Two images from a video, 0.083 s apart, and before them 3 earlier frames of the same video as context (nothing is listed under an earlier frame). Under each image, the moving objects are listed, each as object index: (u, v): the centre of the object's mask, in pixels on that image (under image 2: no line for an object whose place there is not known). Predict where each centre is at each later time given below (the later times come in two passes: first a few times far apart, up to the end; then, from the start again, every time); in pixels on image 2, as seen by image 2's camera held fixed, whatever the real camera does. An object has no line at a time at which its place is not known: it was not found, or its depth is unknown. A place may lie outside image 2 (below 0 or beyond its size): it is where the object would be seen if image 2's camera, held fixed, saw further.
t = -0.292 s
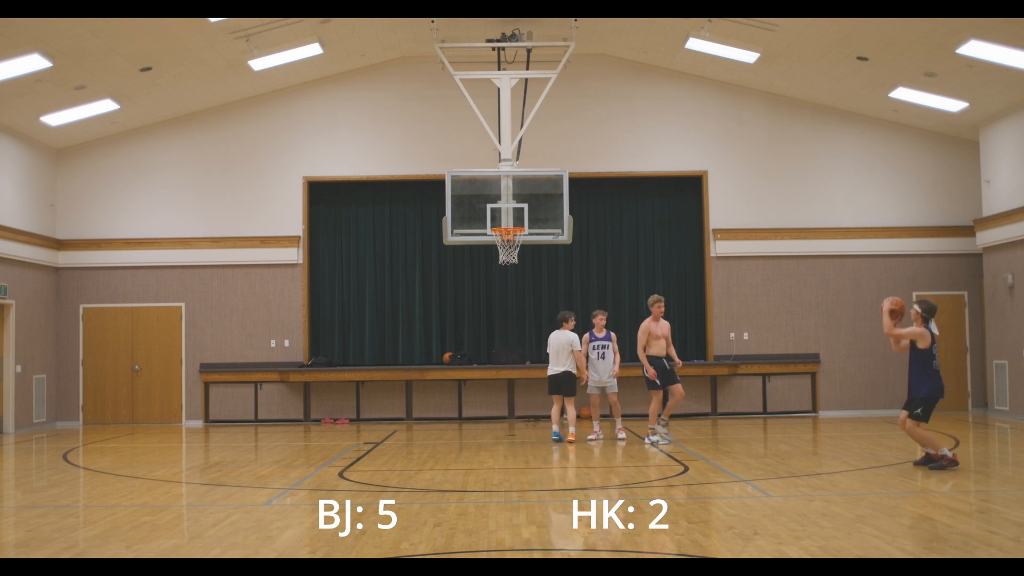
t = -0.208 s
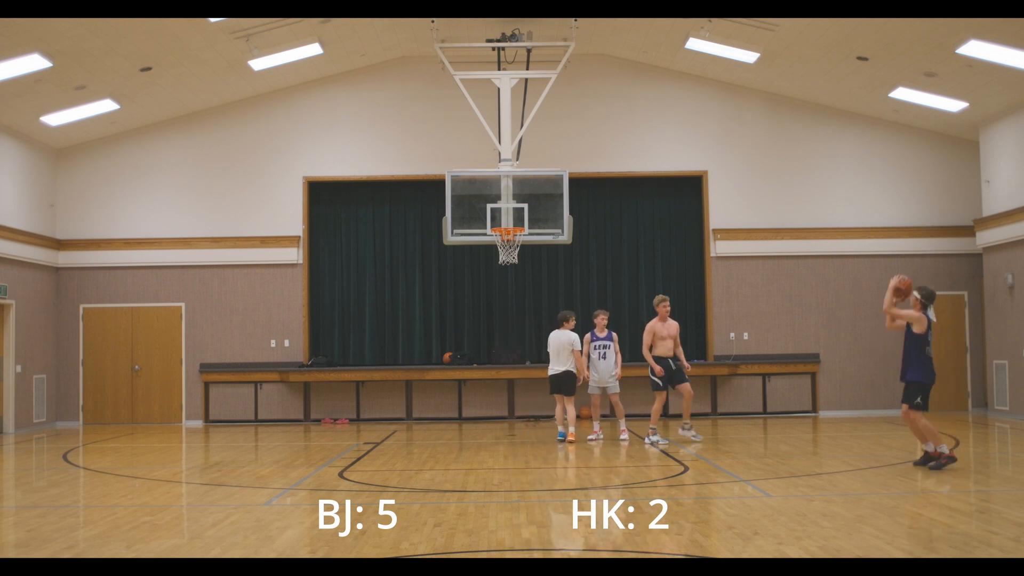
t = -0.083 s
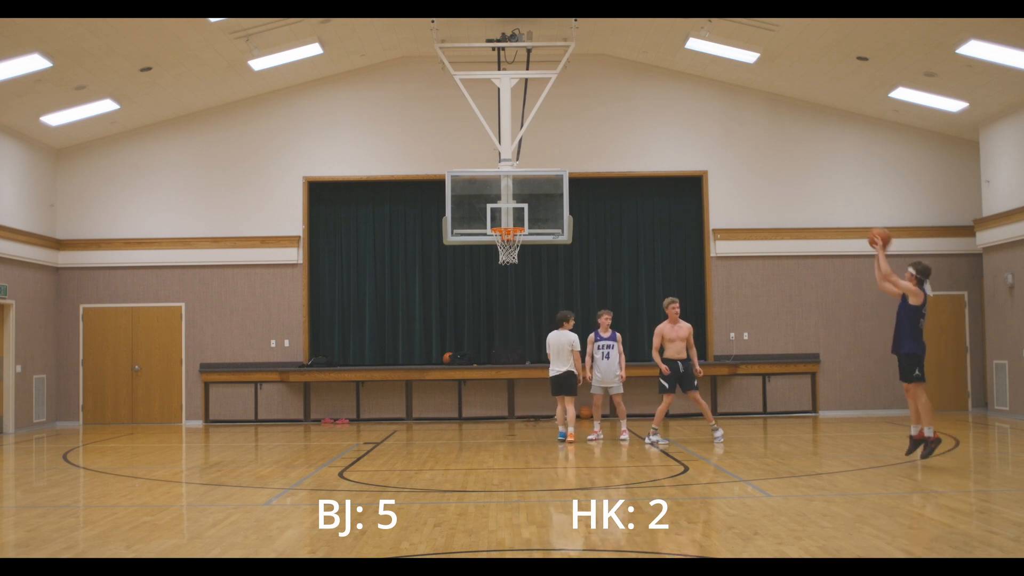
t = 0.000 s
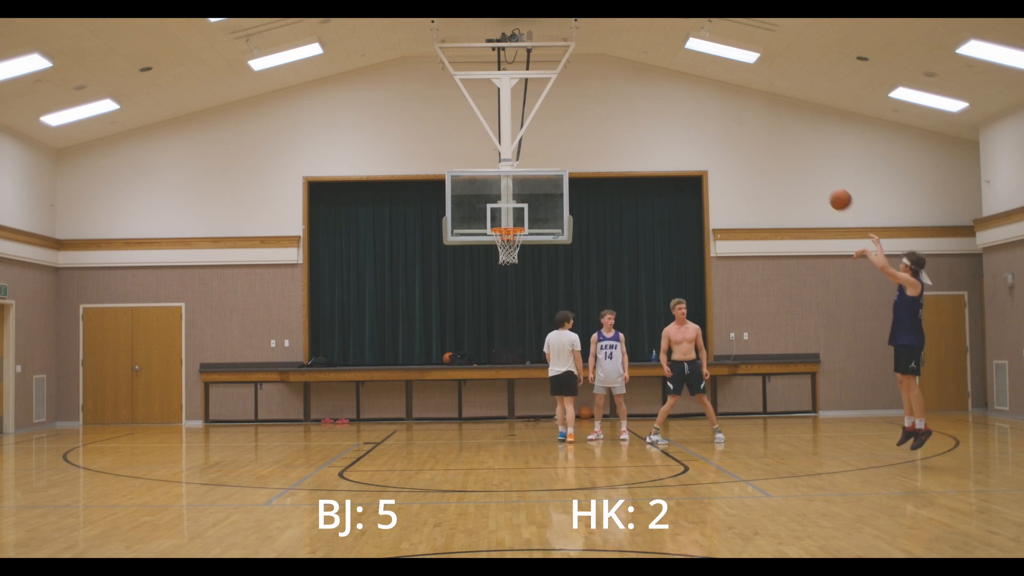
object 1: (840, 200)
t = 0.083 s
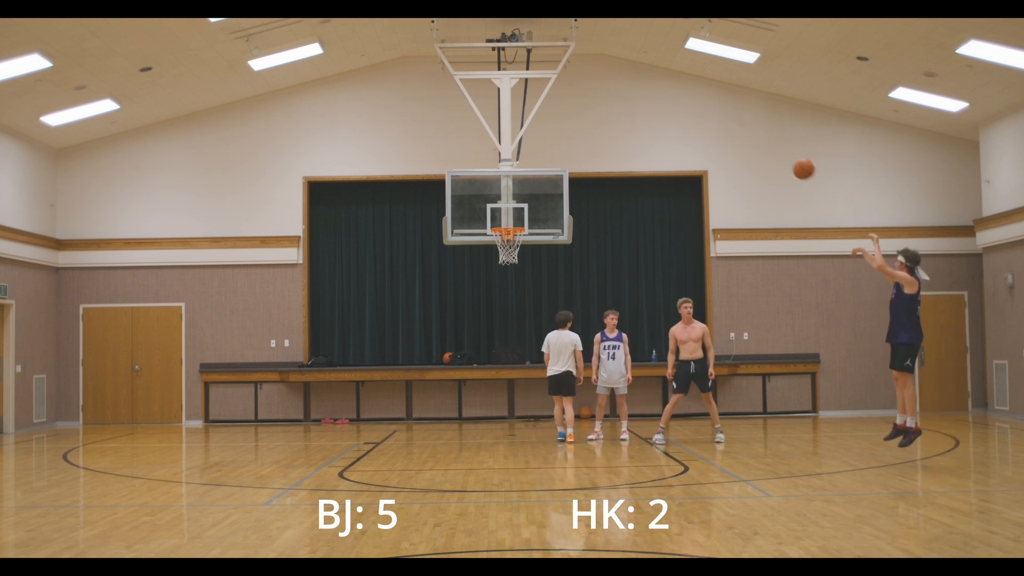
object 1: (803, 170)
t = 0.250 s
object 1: (737, 129)
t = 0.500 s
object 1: (652, 115)
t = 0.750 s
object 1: (580, 146)
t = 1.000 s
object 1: (518, 214)
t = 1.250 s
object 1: (493, 250)
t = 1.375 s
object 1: (490, 265)
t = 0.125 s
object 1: (786, 157)
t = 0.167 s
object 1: (769, 146)
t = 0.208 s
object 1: (753, 137)
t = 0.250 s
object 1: (737, 129)
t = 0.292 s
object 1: (722, 123)
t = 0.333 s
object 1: (707, 119)
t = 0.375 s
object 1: (692, 116)
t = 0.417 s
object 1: (678, 114)
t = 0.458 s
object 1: (665, 114)
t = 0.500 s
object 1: (652, 115)
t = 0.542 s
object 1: (639, 117)
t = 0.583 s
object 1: (626, 121)
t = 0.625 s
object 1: (614, 126)
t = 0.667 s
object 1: (602, 132)
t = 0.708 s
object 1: (591, 138)
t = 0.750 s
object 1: (580, 146)
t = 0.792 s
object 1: (569, 155)
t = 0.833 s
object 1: (558, 165)
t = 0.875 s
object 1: (547, 176)
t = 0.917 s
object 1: (538, 188)
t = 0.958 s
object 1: (528, 200)
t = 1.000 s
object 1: (518, 214)
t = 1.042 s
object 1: (509, 228)
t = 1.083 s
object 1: (500, 242)
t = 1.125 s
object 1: (497, 247)
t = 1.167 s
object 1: (496, 247)
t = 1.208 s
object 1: (495, 248)
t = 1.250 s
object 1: (493, 250)
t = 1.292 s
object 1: (492, 254)
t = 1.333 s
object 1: (491, 259)
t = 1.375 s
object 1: (490, 265)
